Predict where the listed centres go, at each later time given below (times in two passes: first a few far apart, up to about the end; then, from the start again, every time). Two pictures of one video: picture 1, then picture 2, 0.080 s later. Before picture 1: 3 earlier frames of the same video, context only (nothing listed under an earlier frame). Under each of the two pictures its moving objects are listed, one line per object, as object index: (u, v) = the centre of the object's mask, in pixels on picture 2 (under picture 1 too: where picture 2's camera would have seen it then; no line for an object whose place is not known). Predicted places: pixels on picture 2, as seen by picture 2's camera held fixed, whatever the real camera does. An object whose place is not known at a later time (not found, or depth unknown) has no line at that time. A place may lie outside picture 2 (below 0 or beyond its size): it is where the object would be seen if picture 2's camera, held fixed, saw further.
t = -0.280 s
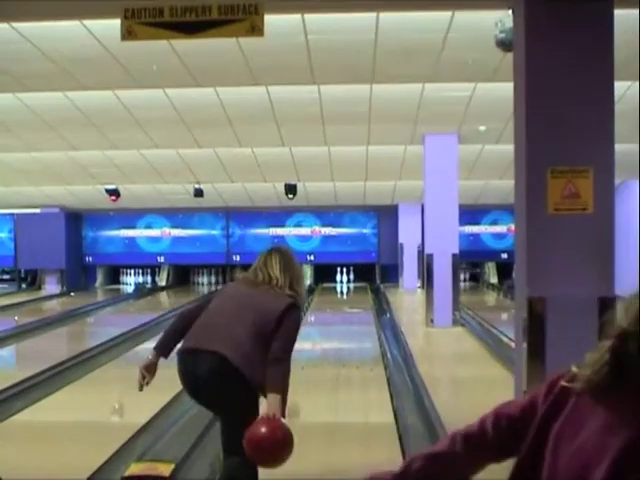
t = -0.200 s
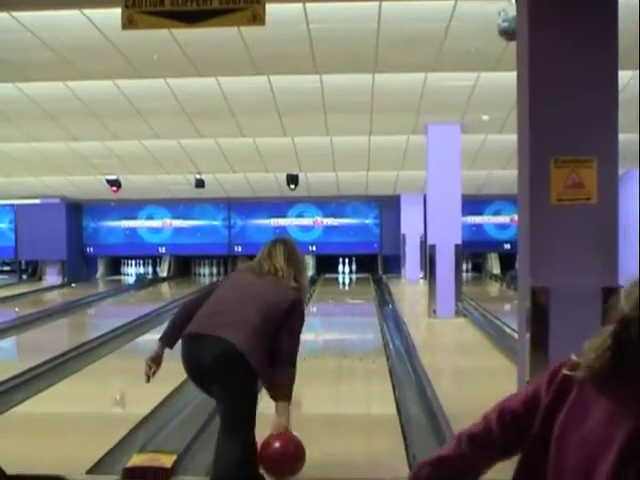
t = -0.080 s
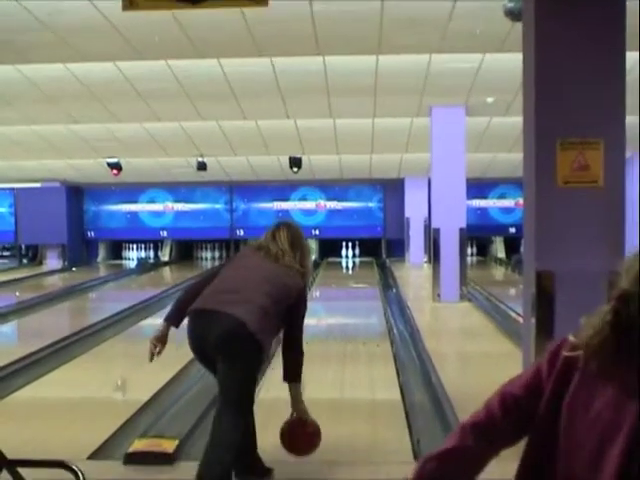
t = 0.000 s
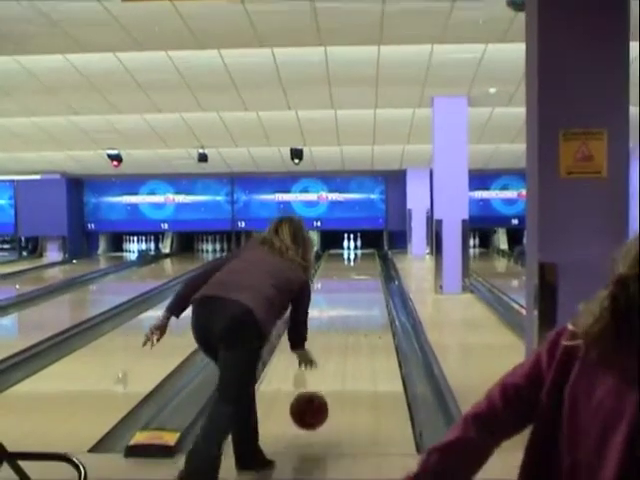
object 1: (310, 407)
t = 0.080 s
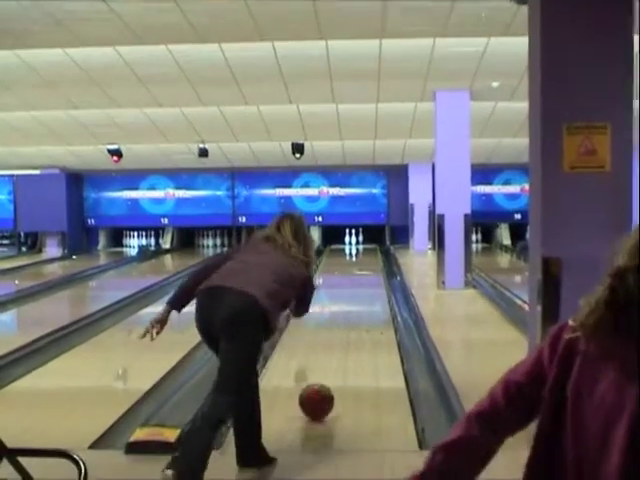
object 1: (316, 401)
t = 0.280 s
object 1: (327, 365)
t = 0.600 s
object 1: (338, 330)
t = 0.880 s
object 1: (344, 309)
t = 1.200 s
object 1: (349, 293)
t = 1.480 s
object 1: (353, 283)
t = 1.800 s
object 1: (358, 274)
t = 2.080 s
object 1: (362, 265)
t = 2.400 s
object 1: (364, 261)
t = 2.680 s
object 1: (366, 258)
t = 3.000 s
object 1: (371, 253)
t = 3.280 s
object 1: (374, 248)
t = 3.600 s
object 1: (373, 243)
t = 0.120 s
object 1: (319, 392)
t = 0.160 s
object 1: (321, 385)
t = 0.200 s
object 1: (323, 379)
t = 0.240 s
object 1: (325, 372)
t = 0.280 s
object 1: (327, 365)
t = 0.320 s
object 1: (329, 360)
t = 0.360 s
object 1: (330, 355)
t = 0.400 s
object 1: (332, 350)
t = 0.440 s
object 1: (333, 346)
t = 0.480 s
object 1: (334, 341)
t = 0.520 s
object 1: (336, 337)
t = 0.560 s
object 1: (337, 333)
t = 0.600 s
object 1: (338, 330)
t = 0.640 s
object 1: (339, 327)
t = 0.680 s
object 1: (340, 323)
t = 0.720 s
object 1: (341, 320)
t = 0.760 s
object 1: (342, 317)
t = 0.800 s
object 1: (343, 314)
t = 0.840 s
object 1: (343, 312)
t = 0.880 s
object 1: (344, 309)
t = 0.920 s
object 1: (345, 307)
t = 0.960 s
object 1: (345, 304)
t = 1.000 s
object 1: (346, 302)
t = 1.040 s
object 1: (346, 300)
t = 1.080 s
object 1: (347, 299)
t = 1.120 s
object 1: (347, 297)
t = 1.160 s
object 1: (348, 295)
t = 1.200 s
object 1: (349, 293)
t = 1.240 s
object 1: (349, 292)
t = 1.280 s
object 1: (350, 290)
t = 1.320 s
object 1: (351, 289)
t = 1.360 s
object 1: (351, 287)
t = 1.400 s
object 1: (352, 286)
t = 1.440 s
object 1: (352, 286)
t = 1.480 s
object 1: (353, 283)
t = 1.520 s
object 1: (353, 282)
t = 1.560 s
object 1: (354, 280)
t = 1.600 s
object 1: (355, 279)
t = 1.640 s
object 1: (355, 278)
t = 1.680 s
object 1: (356, 277)
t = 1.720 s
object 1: (356, 276)
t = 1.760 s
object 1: (357, 275)
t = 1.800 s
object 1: (358, 274)
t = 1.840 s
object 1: (358, 272)
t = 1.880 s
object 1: (359, 271)
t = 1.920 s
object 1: (359, 271)
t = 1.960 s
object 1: (360, 270)
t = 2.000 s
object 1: (361, 270)
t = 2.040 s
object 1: (361, 268)
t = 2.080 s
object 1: (362, 265)
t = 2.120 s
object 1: (362, 265)
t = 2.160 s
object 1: (362, 265)
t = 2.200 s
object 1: (363, 264)
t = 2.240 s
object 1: (363, 263)
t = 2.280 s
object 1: (364, 263)
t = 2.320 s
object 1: (363, 263)
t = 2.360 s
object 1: (364, 261)
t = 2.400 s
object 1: (364, 261)
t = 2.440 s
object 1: (365, 262)
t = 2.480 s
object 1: (365, 261)
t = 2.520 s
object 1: (365, 260)
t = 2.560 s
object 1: (365, 259)
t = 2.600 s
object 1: (365, 258)
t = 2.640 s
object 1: (365, 258)
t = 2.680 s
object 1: (366, 258)
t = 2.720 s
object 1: (365, 259)
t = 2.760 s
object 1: (366, 256)
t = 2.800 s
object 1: (368, 257)
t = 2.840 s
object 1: (368, 256)
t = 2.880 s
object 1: (369, 255)
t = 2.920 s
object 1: (369, 254)
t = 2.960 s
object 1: (370, 254)
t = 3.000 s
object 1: (371, 253)
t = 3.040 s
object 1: (373, 252)
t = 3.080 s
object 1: (373, 251)
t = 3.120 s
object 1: (374, 250)
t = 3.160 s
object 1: (374, 251)
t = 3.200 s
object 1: (374, 250)
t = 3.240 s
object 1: (374, 249)
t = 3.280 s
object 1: (374, 248)
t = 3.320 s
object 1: (374, 249)
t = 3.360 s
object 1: (374, 247)
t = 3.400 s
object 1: (374, 247)
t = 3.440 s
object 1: (374, 246)
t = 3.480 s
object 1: (373, 245)
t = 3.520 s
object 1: (374, 244)
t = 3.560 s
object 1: (373, 245)
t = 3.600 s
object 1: (373, 243)
